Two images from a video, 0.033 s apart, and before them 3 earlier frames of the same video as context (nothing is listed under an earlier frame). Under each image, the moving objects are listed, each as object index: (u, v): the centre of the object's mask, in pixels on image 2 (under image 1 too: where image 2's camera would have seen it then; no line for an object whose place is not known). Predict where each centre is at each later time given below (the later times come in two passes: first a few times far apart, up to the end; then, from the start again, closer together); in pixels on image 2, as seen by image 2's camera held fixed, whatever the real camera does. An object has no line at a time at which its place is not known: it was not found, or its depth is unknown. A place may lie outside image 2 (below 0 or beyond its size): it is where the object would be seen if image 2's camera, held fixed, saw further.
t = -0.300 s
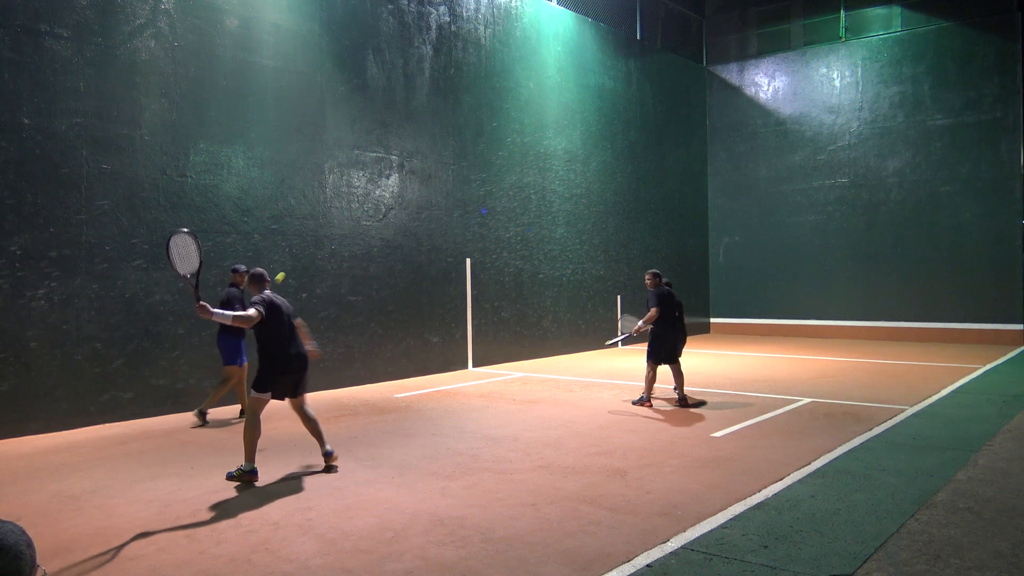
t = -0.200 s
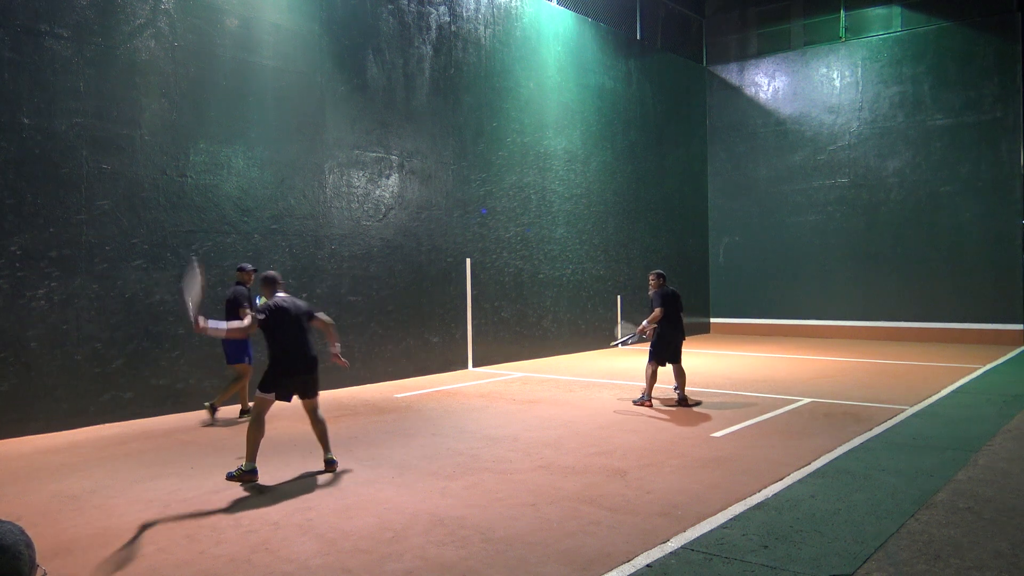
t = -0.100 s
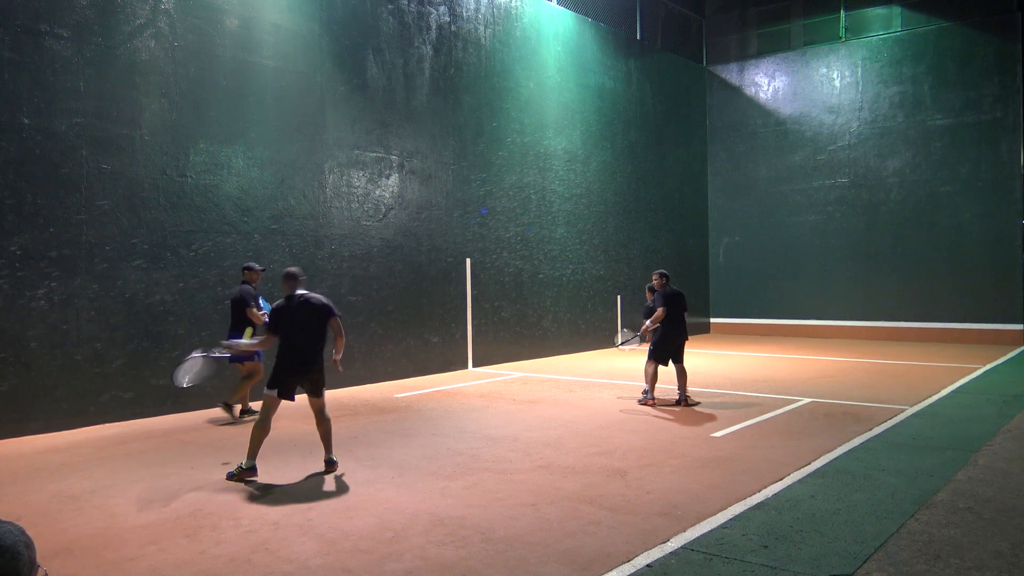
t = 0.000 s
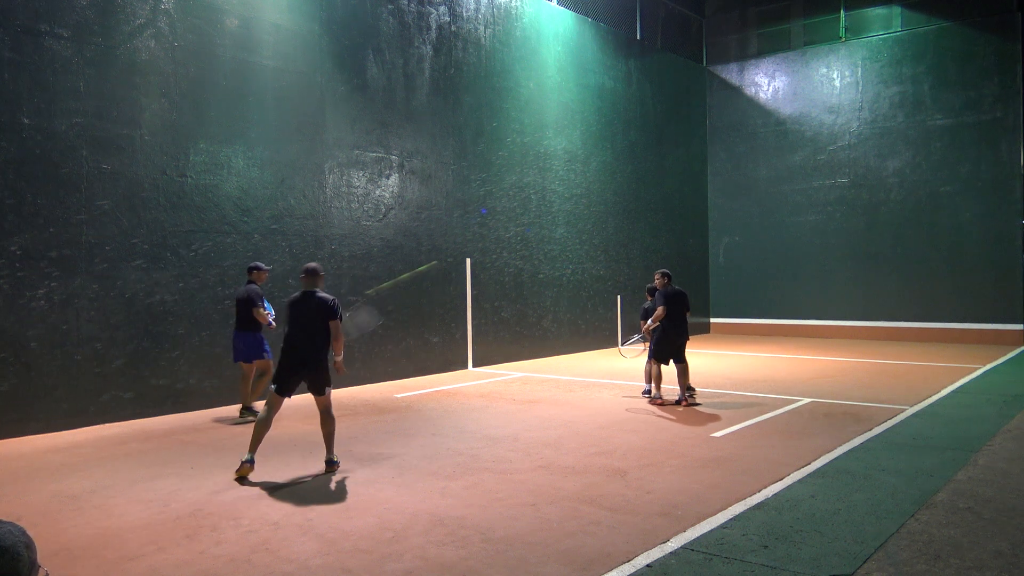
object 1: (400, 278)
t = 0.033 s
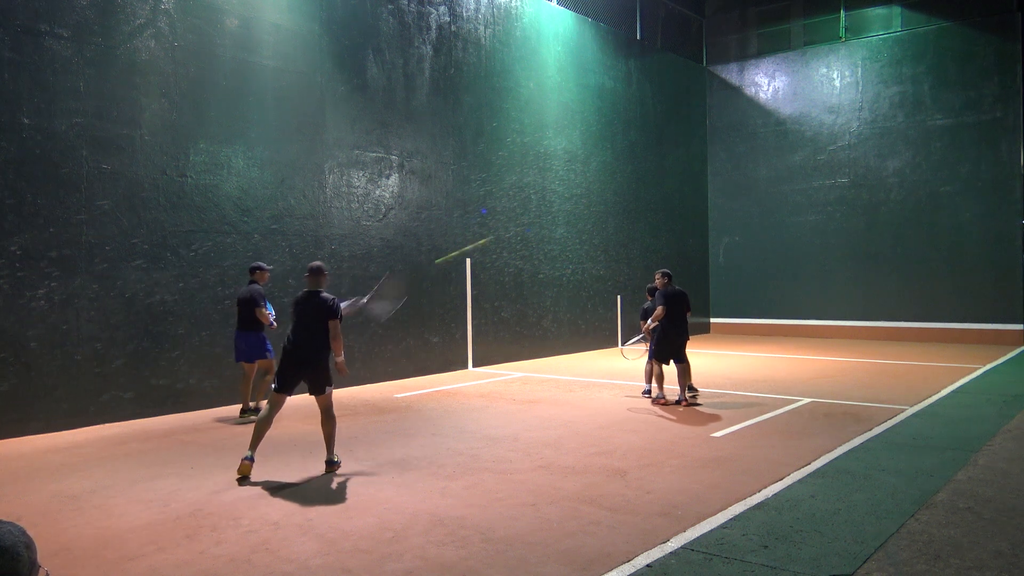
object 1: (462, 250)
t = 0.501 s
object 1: (721, 130)
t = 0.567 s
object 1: (700, 121)
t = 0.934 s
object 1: (558, 95)
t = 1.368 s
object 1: (339, 151)
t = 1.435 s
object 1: (304, 171)
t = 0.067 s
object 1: (514, 228)
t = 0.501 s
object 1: (721, 130)
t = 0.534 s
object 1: (710, 125)
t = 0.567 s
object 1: (700, 121)
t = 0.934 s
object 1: (558, 95)
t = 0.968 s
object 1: (543, 96)
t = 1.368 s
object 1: (339, 151)
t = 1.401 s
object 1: (322, 160)
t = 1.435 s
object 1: (304, 171)
